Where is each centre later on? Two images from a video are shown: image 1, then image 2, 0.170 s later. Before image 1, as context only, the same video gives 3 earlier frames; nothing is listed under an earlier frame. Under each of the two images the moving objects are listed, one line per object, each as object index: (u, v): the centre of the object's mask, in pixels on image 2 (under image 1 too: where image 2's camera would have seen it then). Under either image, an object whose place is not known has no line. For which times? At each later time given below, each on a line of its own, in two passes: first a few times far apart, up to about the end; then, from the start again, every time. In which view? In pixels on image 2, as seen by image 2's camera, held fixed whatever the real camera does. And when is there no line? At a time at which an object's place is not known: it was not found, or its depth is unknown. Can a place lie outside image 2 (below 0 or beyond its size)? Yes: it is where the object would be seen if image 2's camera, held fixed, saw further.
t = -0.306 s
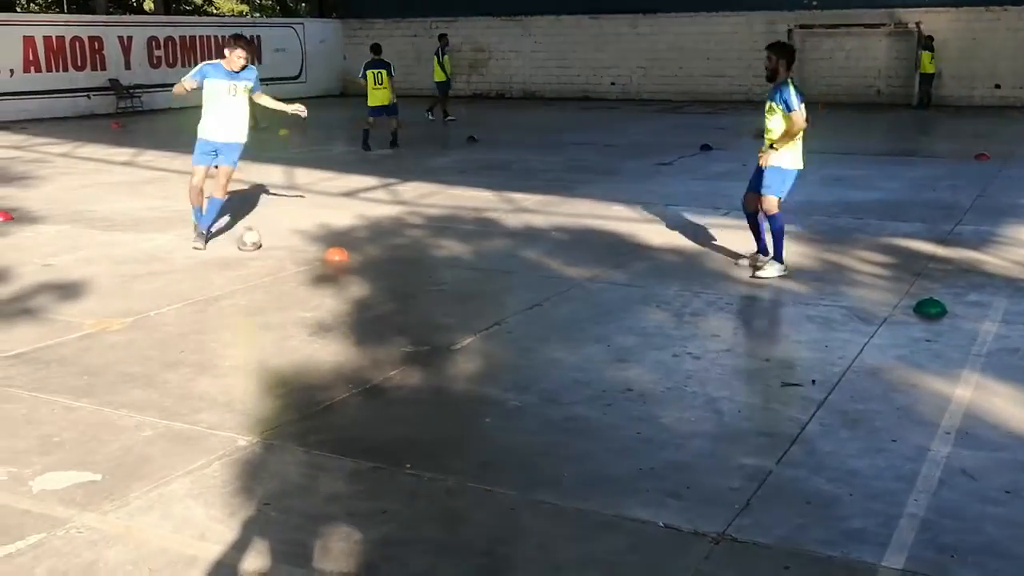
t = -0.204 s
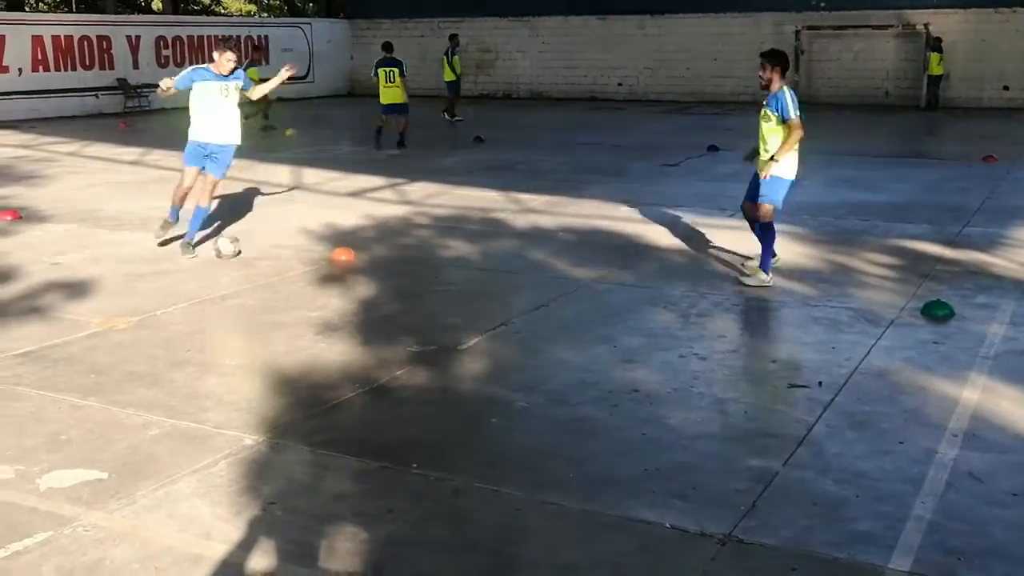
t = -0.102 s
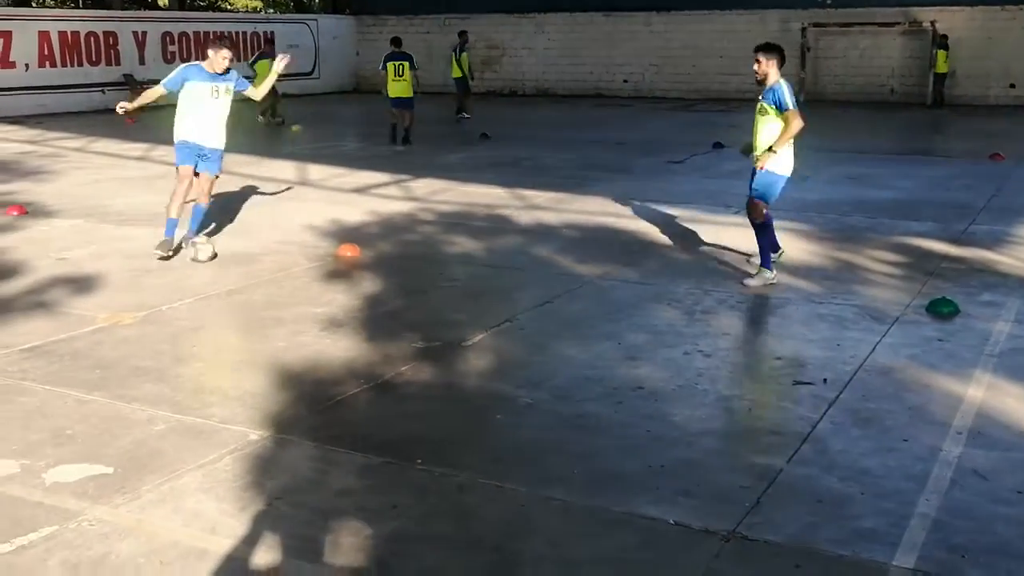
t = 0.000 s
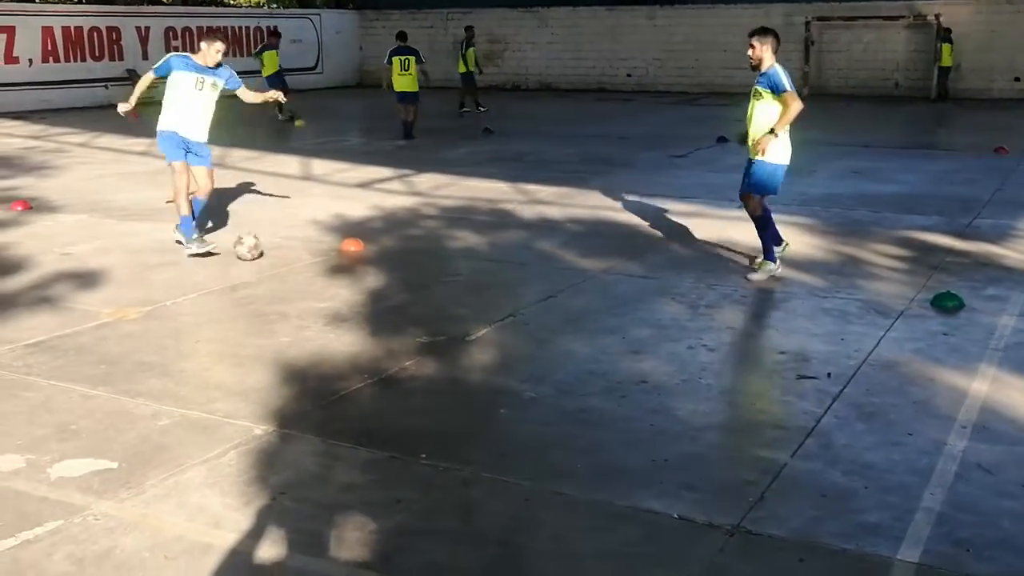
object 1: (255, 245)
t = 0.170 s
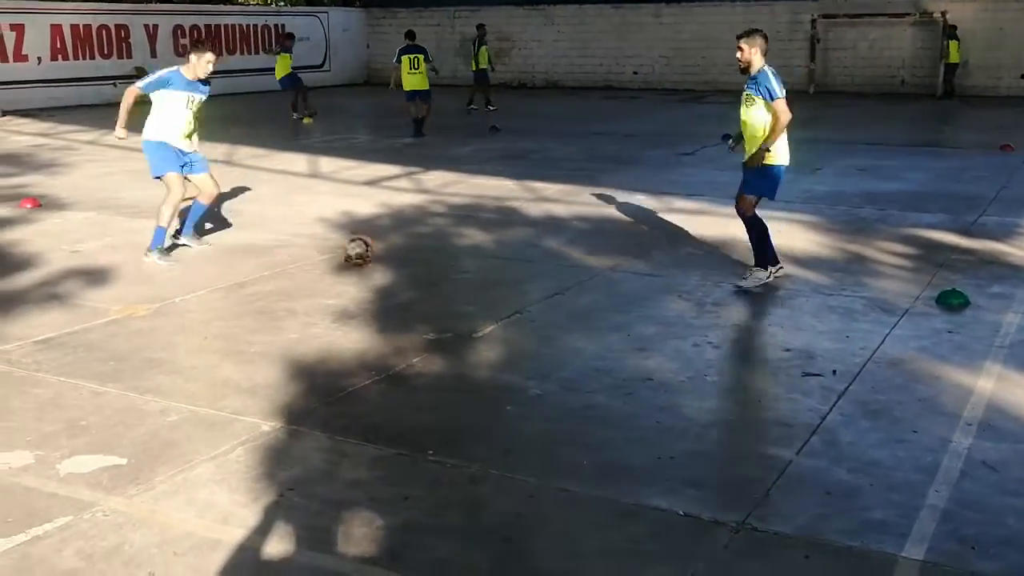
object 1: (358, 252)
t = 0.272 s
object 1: (416, 254)
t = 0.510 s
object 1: (536, 265)
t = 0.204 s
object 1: (378, 253)
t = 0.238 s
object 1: (396, 254)
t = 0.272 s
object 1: (416, 254)
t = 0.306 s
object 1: (432, 256)
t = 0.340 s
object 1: (448, 260)
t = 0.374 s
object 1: (465, 260)
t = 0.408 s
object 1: (483, 261)
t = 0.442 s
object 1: (502, 263)
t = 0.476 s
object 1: (519, 263)
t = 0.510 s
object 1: (536, 265)
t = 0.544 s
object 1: (556, 268)
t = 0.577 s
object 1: (573, 270)
